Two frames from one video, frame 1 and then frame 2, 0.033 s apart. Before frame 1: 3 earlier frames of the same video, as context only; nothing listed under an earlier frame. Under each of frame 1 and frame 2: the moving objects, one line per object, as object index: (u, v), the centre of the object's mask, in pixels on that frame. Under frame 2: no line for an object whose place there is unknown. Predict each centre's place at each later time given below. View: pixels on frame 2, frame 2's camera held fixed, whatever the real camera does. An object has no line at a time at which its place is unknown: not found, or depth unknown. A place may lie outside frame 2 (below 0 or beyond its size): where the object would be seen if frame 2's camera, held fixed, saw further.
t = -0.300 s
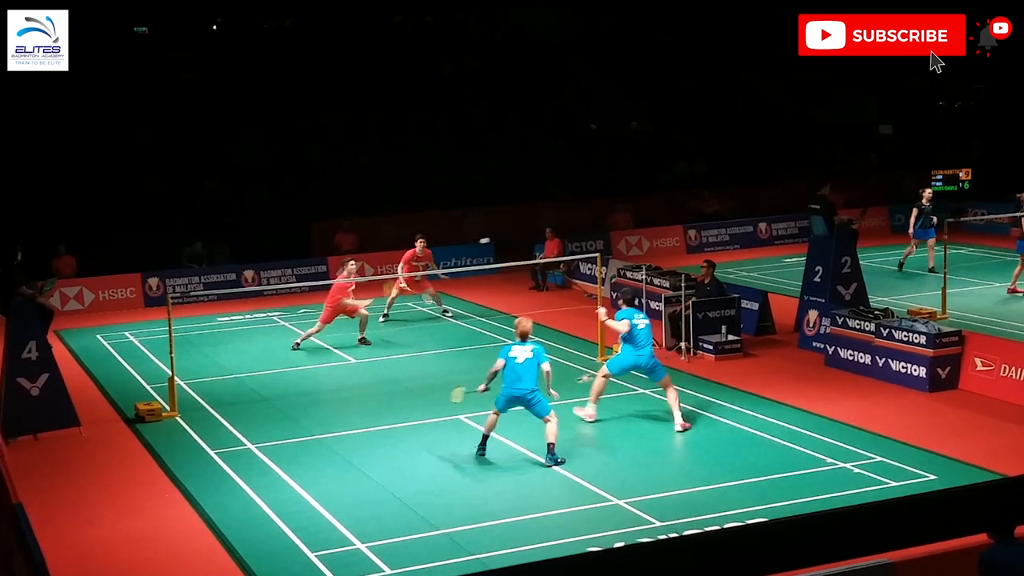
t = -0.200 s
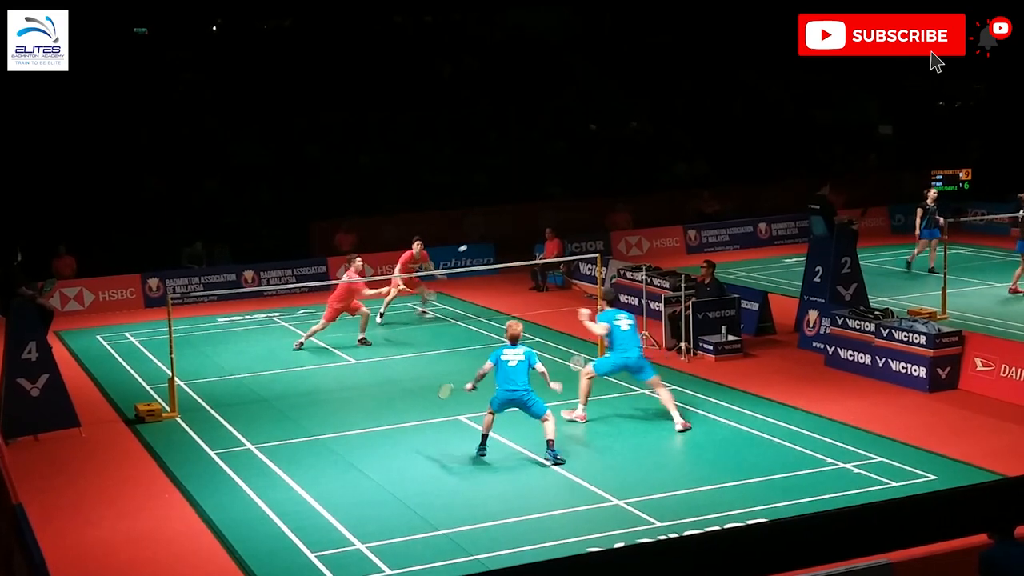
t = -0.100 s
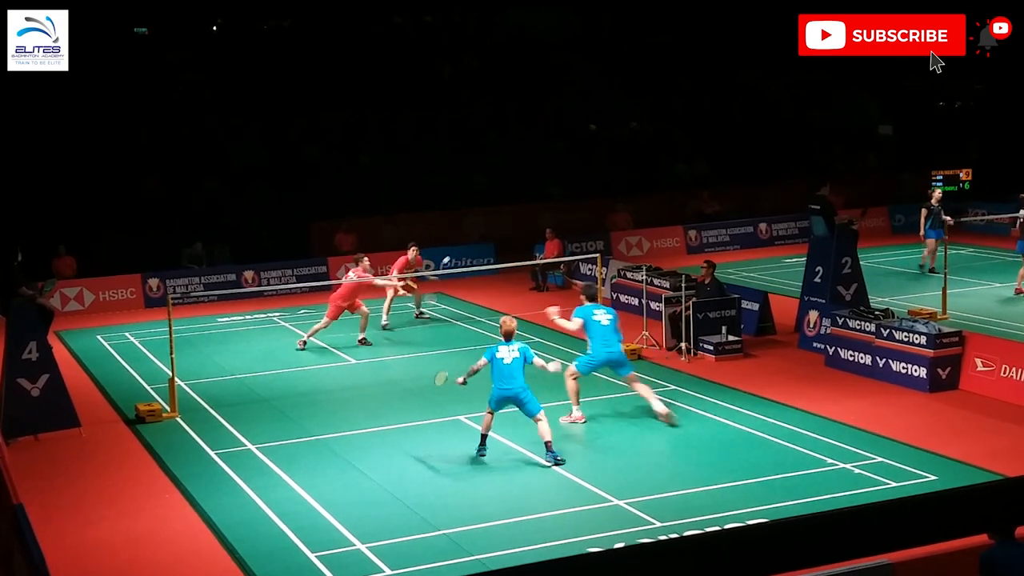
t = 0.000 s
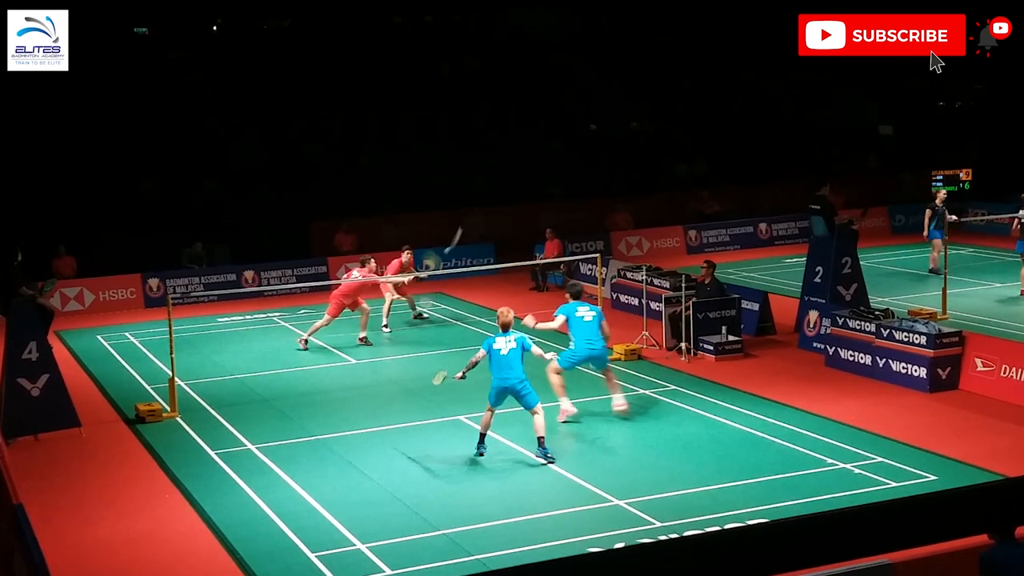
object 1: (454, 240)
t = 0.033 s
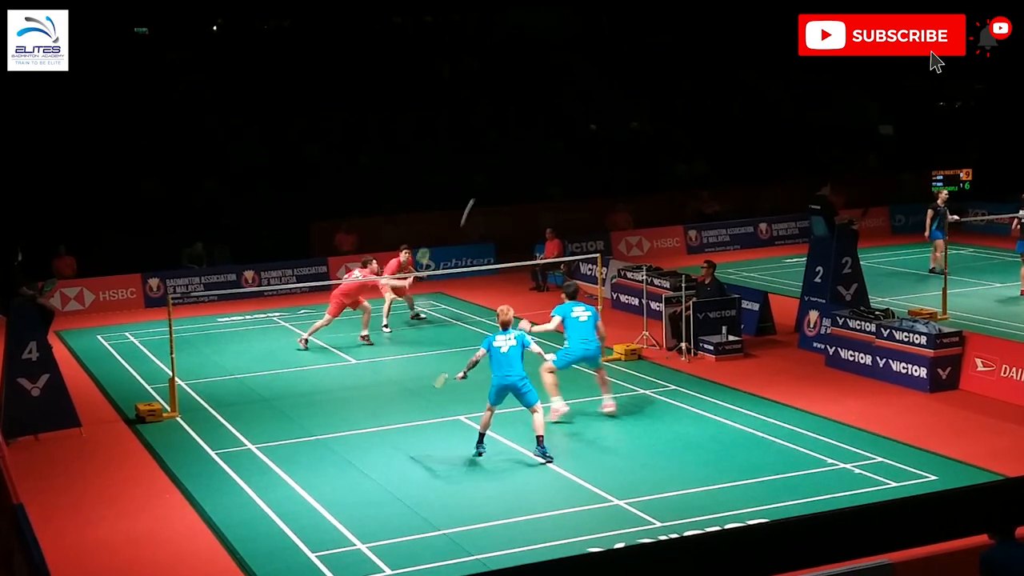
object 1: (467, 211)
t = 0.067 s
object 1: (487, 185)
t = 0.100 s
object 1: (502, 162)
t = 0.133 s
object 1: (517, 139)
